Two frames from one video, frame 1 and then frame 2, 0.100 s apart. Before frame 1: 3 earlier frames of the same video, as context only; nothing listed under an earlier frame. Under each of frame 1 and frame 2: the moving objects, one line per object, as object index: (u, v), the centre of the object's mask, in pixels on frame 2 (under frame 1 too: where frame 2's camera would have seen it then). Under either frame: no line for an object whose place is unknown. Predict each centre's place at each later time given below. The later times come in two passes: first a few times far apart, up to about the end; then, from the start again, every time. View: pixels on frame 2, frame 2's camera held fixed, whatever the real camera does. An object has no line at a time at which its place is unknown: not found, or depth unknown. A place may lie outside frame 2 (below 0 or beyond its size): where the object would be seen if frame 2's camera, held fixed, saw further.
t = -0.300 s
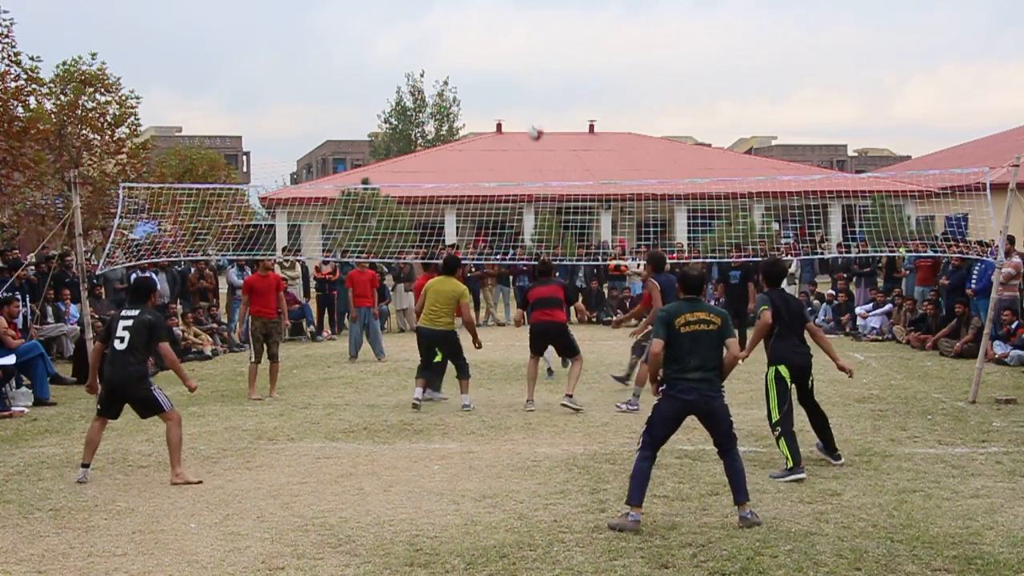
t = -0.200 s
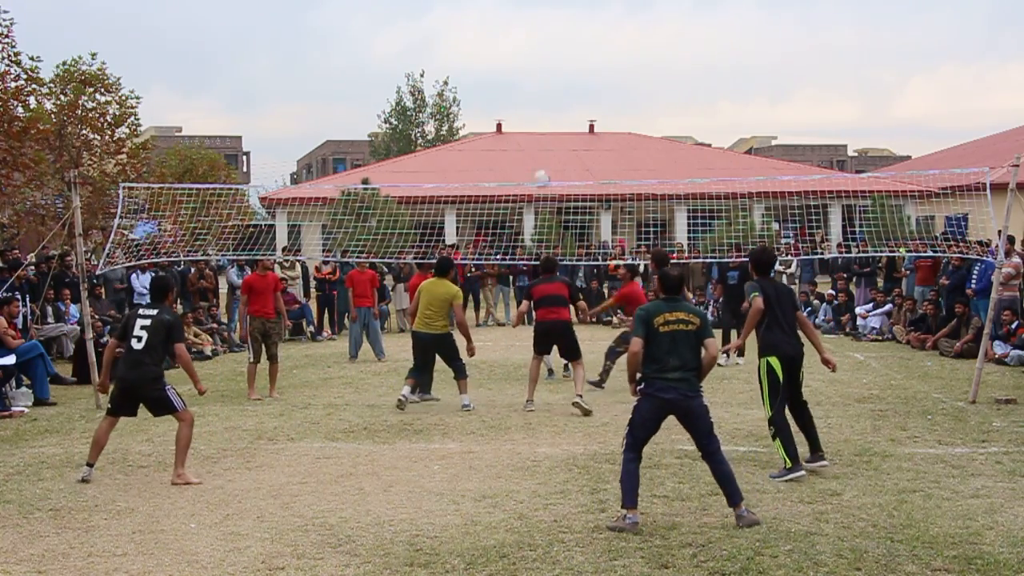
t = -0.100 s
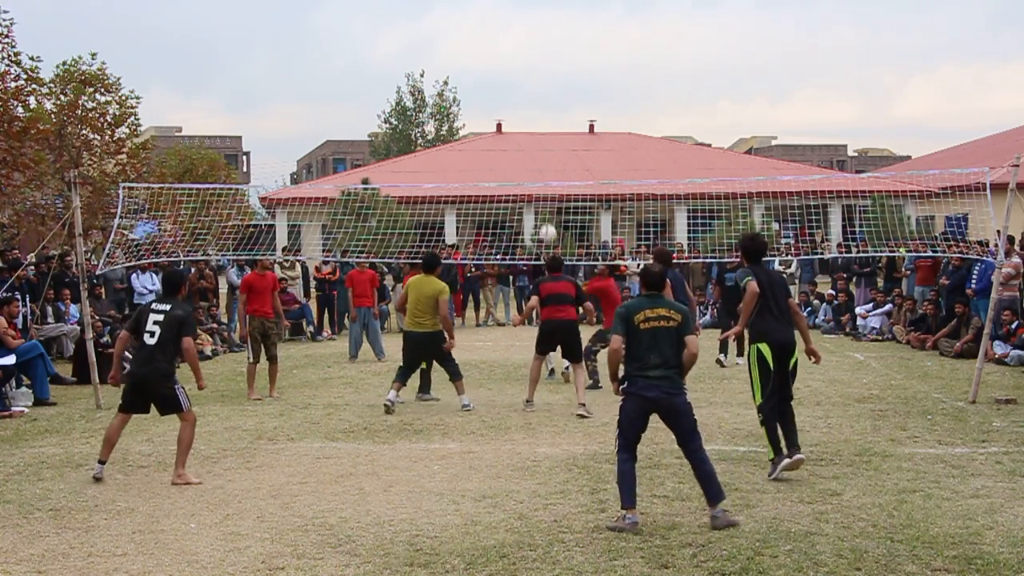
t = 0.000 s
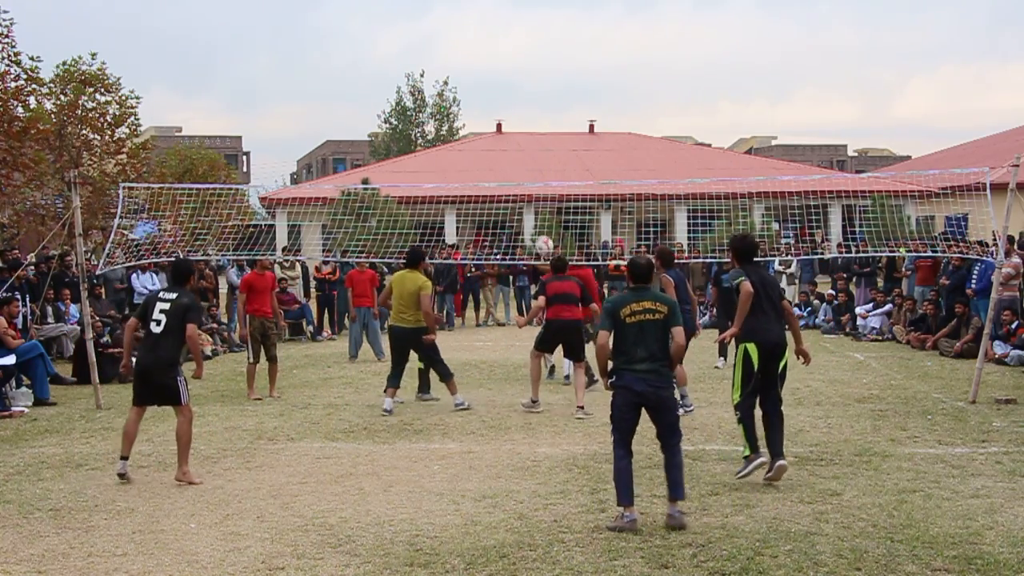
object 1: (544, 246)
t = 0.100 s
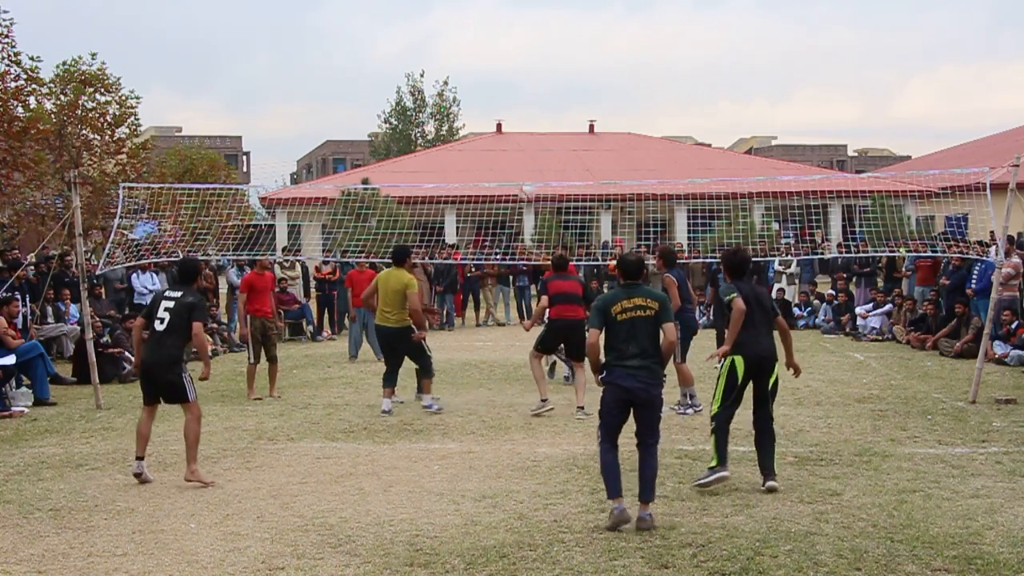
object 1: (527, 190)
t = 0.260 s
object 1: (496, 117)
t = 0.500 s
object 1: (449, 37)
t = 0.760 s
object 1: (394, 7)
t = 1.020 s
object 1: (333, 47)
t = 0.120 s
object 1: (522, 177)
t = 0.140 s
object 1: (518, 170)
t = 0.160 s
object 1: (515, 159)
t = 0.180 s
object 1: (511, 150)
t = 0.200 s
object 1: (508, 141)
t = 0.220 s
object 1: (504, 134)
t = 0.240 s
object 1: (500, 125)
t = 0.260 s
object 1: (496, 117)
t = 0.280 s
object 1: (492, 109)
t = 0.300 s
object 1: (488, 101)
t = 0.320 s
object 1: (484, 93)
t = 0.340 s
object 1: (480, 84)
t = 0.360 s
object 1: (476, 77)
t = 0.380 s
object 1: (473, 71)
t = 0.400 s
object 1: (468, 64)
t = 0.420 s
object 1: (465, 58)
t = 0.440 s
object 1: (461, 52)
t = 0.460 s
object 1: (457, 47)
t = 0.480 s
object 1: (453, 41)
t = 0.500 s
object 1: (449, 37)
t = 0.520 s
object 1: (445, 33)
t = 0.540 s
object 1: (441, 28)
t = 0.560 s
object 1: (436, 24)
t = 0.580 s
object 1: (432, 19)
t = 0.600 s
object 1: (428, 16)
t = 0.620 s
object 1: (424, 14)
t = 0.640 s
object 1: (420, 10)
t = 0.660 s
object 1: (416, 9)
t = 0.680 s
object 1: (412, 8)
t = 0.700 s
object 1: (407, 7)
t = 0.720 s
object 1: (403, 7)
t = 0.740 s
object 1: (399, 7)
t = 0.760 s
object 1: (394, 7)
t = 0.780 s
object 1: (389, 7)
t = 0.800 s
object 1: (385, 7)
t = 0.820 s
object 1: (380, 8)
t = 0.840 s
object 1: (375, 9)
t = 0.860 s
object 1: (371, 10)
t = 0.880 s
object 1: (366, 11)
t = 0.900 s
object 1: (362, 15)
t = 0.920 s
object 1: (357, 19)
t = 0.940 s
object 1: (353, 24)
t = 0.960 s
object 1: (348, 28)
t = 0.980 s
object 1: (344, 34)
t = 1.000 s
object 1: (339, 41)
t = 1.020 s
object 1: (333, 47)
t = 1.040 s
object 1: (328, 54)
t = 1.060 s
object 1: (323, 60)
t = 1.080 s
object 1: (318, 68)
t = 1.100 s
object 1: (314, 76)
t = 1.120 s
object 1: (309, 86)
